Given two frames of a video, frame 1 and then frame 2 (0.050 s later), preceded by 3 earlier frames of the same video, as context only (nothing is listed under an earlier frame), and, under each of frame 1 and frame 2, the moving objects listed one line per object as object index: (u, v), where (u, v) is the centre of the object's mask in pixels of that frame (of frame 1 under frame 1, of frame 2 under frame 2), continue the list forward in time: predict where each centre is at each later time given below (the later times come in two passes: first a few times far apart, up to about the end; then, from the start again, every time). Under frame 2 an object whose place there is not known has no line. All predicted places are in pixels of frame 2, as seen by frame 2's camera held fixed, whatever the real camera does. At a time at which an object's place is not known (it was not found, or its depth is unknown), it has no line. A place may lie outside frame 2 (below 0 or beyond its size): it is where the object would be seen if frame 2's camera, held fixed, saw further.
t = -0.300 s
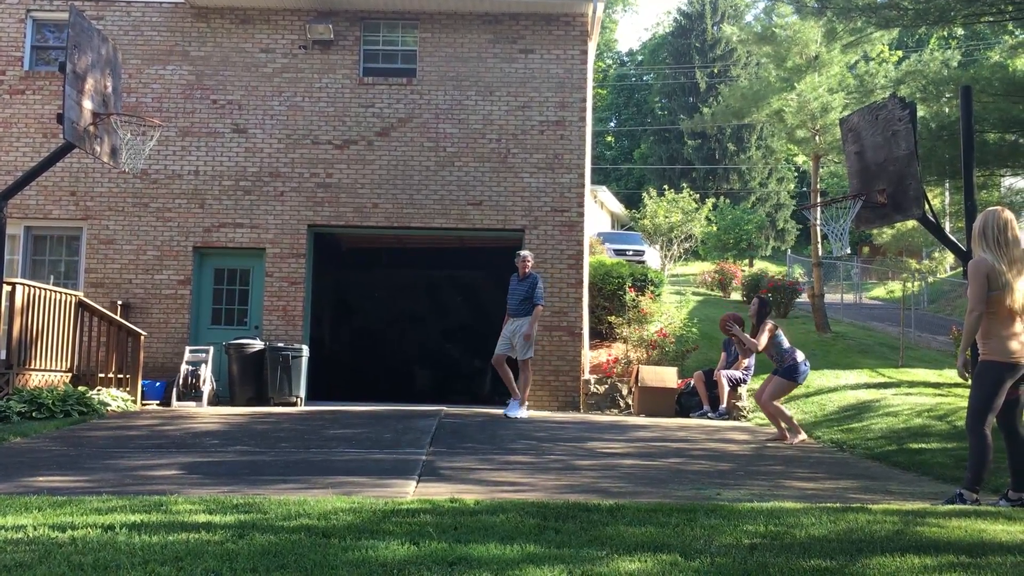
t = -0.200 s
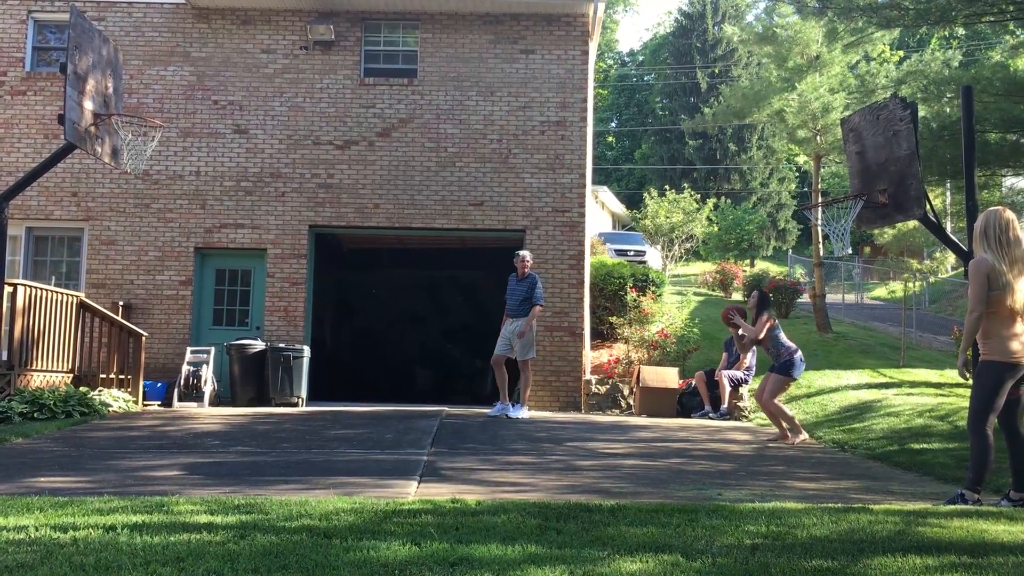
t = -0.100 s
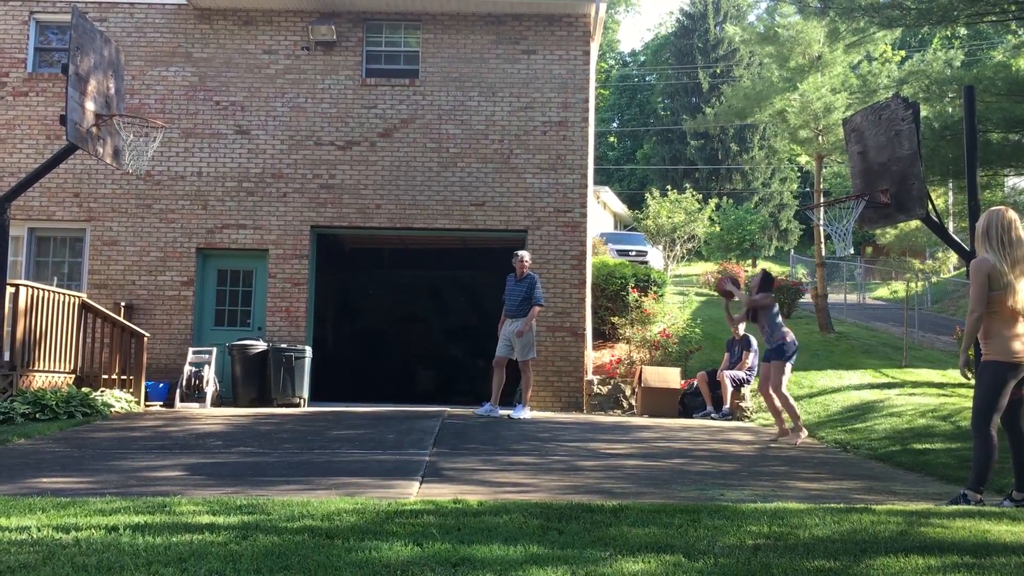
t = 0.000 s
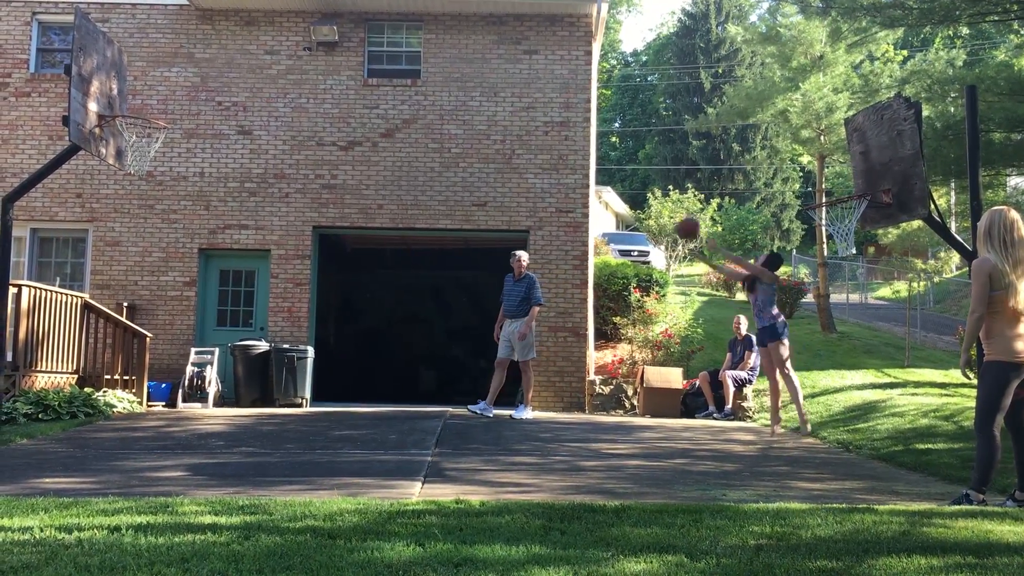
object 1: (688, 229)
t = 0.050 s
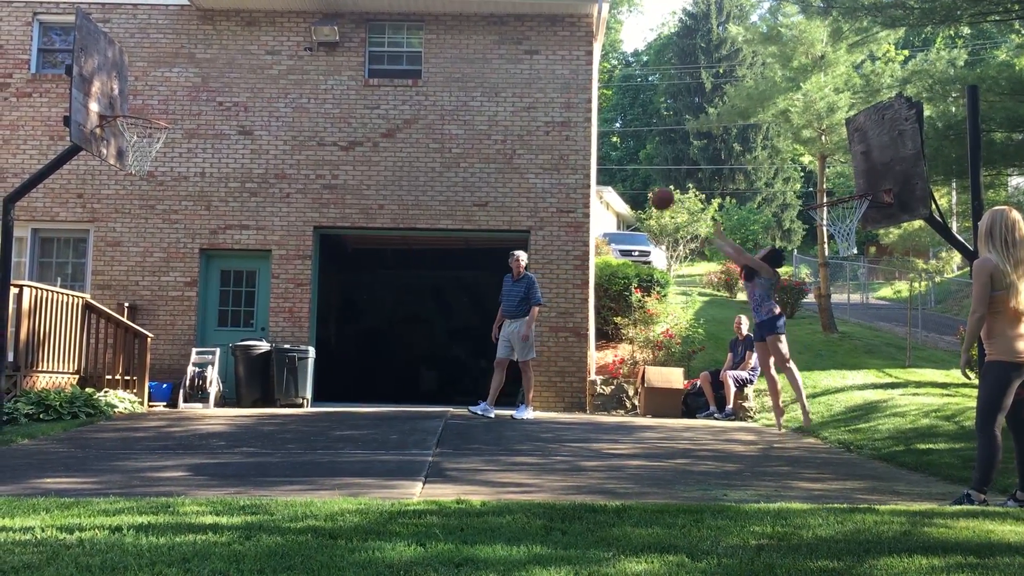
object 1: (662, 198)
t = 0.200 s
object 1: (584, 127)
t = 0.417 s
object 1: (472, 63)
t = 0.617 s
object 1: (371, 41)
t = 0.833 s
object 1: (257, 64)
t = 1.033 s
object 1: (154, 115)
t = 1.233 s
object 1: (122, 94)
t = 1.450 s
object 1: (149, 102)
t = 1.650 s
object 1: (172, 153)
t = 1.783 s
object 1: (187, 213)
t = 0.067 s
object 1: (653, 189)
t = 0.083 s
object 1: (644, 181)
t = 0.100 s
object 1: (636, 172)
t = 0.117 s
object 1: (628, 165)
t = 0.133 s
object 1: (619, 156)
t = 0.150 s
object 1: (610, 149)
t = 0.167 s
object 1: (601, 142)
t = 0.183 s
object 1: (592, 134)
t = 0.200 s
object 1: (584, 127)
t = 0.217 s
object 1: (575, 120)
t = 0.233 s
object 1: (567, 114)
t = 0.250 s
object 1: (558, 108)
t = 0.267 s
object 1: (549, 102)
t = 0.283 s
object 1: (541, 97)
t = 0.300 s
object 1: (532, 92)
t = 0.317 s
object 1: (523, 87)
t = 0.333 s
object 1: (515, 81)
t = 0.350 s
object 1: (506, 77)
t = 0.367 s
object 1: (498, 73)
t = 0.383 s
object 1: (490, 69)
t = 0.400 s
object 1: (482, 66)
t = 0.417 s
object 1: (472, 63)
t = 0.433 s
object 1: (463, 59)
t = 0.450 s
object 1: (455, 57)
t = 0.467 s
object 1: (447, 55)
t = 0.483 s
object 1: (439, 52)
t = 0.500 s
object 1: (430, 50)
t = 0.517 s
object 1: (422, 47)
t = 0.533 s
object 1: (413, 47)
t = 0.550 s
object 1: (404, 45)
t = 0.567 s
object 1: (396, 44)
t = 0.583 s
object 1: (387, 43)
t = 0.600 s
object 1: (379, 42)
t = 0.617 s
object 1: (371, 41)
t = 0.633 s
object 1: (361, 42)
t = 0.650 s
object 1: (353, 42)
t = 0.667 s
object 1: (344, 43)
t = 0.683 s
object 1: (336, 44)
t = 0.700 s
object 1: (327, 45)
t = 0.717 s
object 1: (318, 46)
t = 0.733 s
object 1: (310, 47)
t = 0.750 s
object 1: (301, 50)
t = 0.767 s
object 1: (293, 52)
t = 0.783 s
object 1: (284, 55)
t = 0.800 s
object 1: (275, 58)
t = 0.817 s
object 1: (266, 61)
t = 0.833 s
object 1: (257, 64)
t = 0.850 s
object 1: (248, 67)
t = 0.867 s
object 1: (239, 71)
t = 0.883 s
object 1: (230, 75)
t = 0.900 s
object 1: (222, 80)
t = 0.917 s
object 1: (213, 84)
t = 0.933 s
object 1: (204, 89)
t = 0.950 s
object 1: (195, 94)
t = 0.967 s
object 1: (186, 100)
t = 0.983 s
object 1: (177, 105)
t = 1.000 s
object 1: (168, 111)
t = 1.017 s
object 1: (159, 115)
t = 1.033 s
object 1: (154, 115)
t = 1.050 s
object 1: (147, 114)
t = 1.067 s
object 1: (141, 114)
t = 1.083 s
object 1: (137, 112)
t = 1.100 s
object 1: (133, 108)
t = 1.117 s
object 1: (129, 106)
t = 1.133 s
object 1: (124, 104)
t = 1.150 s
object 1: (121, 102)
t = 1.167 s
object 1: (116, 101)
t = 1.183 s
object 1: (115, 99)
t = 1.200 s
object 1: (118, 97)
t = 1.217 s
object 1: (120, 96)
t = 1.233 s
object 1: (122, 94)
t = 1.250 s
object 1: (124, 93)
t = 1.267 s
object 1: (126, 92)
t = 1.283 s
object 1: (128, 92)
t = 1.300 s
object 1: (130, 91)
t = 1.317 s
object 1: (132, 91)
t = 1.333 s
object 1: (135, 92)
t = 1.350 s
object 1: (137, 92)
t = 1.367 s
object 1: (139, 93)
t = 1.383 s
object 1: (141, 94)
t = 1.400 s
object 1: (143, 96)
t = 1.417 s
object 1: (145, 97)
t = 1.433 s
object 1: (147, 99)
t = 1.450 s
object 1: (149, 102)
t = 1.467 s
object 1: (151, 104)
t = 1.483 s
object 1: (153, 107)
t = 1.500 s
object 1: (155, 110)
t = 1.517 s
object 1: (156, 114)
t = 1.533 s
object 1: (158, 118)
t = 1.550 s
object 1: (161, 121)
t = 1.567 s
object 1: (163, 126)
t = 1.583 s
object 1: (165, 131)
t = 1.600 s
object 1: (166, 136)
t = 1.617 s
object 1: (168, 141)
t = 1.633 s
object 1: (170, 146)
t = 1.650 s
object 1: (172, 153)
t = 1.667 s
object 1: (173, 159)
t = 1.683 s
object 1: (176, 166)
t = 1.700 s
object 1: (178, 172)
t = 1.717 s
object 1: (179, 180)
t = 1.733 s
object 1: (181, 188)
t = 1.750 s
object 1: (184, 196)
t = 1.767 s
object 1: (185, 204)
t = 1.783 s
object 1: (187, 213)
